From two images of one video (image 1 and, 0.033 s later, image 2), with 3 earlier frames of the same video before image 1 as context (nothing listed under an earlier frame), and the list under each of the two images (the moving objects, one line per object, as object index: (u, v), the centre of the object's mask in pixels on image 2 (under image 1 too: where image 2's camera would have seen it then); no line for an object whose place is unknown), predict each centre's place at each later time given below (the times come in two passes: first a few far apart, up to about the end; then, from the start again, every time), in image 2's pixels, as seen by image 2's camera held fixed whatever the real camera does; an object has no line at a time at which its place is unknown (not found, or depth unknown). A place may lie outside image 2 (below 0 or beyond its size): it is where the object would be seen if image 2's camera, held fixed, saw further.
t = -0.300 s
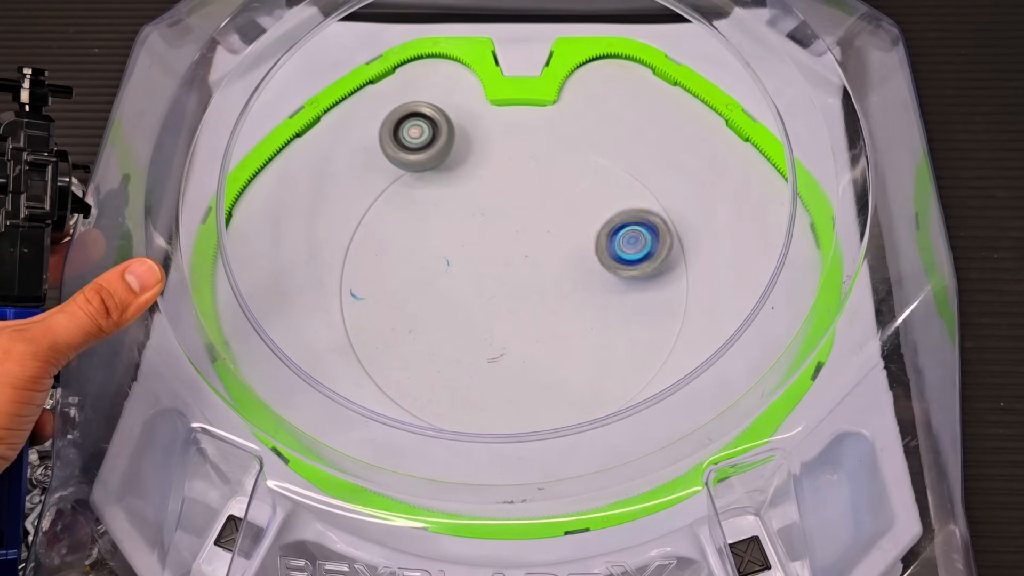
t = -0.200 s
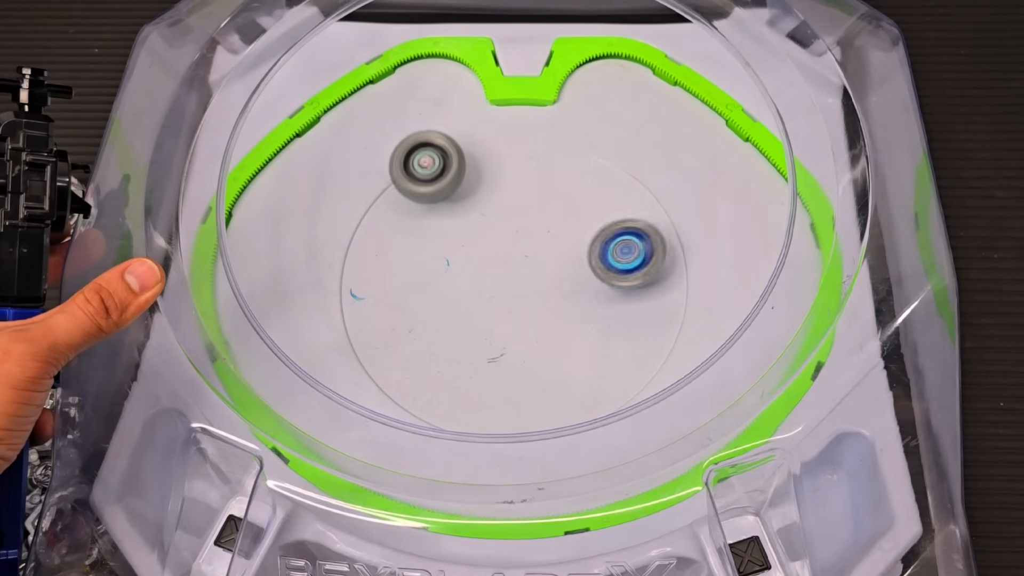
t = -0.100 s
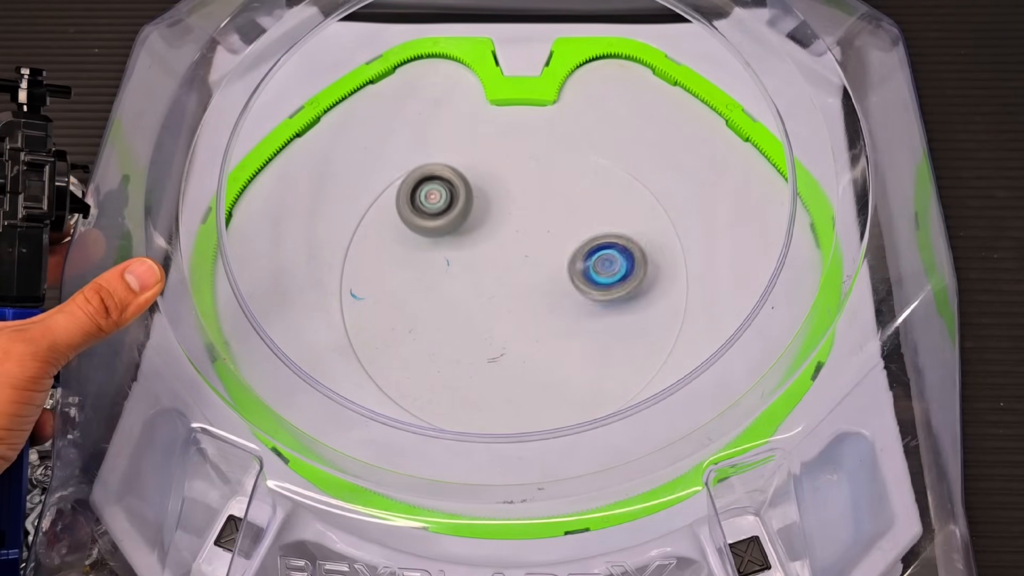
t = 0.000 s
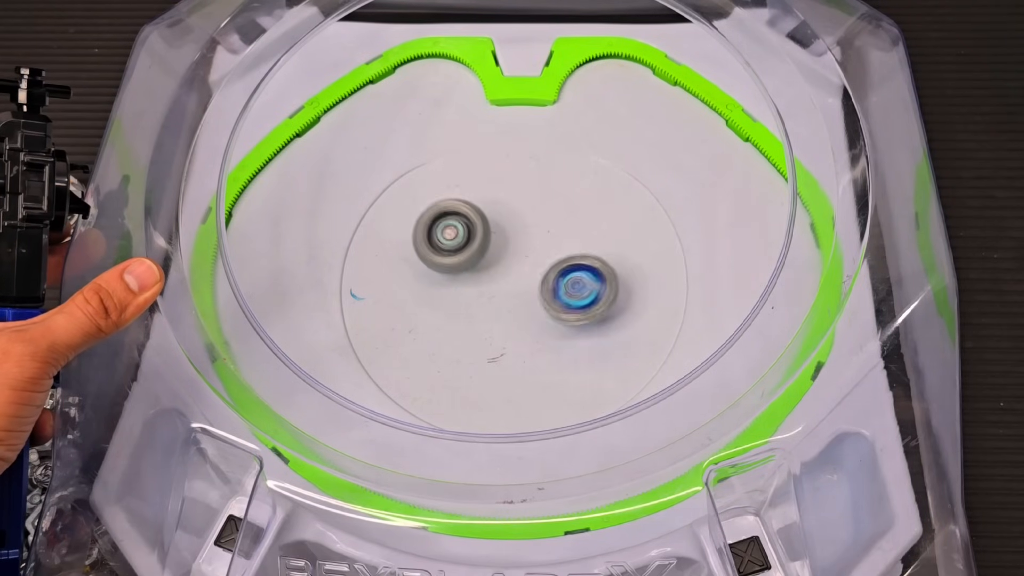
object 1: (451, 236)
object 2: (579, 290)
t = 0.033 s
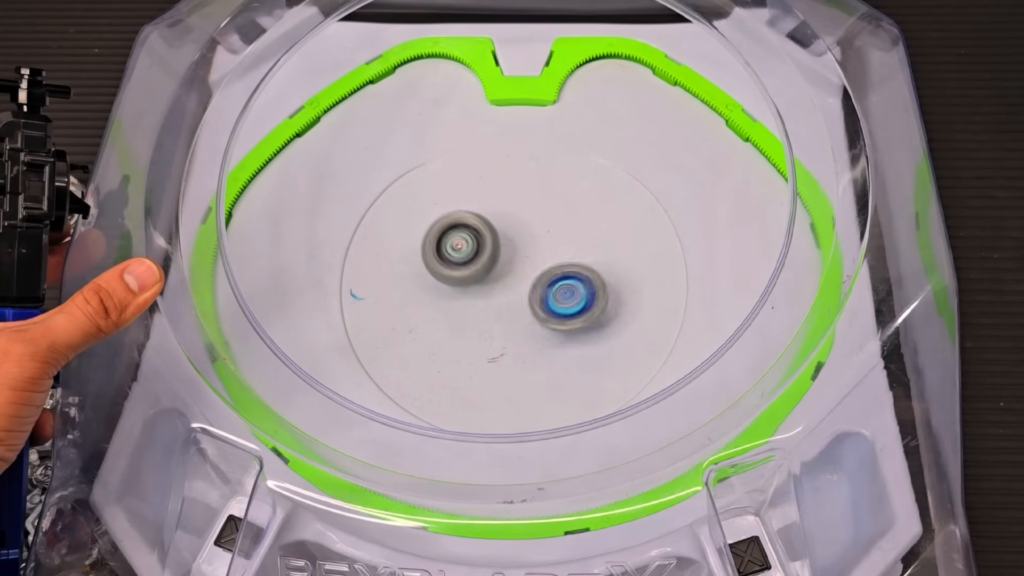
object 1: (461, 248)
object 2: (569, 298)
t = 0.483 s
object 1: (536, 276)
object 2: (603, 340)
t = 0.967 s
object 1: (483, 210)
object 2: (551, 342)
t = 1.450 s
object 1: (416, 242)
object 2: (481, 300)
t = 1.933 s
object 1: (433, 238)
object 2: (520, 245)
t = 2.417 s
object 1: (487, 261)
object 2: (578, 199)
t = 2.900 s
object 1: (521, 329)
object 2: (602, 256)
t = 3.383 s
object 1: (553, 349)
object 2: (512, 233)
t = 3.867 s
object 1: (563, 299)
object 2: (443, 280)
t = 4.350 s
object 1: (633, 209)
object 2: (381, 233)
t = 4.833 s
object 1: (591, 180)
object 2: (544, 263)
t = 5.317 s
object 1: (496, 147)
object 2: (505, 405)
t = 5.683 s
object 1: (400, 210)
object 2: (562, 282)
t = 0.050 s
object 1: (465, 254)
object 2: (564, 302)
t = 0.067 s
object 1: (470, 259)
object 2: (559, 307)
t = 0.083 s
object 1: (476, 265)
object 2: (554, 311)
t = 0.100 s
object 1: (482, 270)
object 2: (550, 317)
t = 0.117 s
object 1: (485, 272)
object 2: (550, 324)
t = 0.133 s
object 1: (482, 268)
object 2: (554, 337)
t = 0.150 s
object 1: (482, 265)
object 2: (559, 347)
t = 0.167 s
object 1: (482, 263)
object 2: (564, 355)
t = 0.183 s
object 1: (484, 263)
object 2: (568, 362)
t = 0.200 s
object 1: (487, 263)
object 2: (575, 368)
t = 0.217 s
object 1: (491, 264)
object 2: (581, 373)
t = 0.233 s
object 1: (494, 266)
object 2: (588, 378)
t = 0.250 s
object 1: (498, 268)
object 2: (593, 382)
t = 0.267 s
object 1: (501, 270)
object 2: (598, 382)
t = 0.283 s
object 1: (504, 272)
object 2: (600, 379)
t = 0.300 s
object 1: (507, 274)
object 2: (601, 374)
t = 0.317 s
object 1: (510, 276)
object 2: (602, 370)
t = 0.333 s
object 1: (514, 277)
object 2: (603, 366)
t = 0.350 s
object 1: (517, 279)
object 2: (603, 361)
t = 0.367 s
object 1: (520, 280)
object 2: (604, 359)
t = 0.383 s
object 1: (523, 281)
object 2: (604, 355)
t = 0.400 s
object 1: (527, 282)
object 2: (604, 351)
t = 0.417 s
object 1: (530, 283)
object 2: (603, 349)
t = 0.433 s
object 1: (533, 284)
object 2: (601, 343)
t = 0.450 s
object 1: (537, 284)
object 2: (600, 340)
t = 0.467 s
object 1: (539, 284)
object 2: (597, 336)
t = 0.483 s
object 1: (536, 276)
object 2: (603, 340)
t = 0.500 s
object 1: (533, 268)
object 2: (608, 344)
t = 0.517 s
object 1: (532, 263)
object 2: (612, 347)
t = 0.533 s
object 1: (531, 257)
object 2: (616, 350)
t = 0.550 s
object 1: (529, 254)
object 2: (619, 353)
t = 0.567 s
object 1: (528, 250)
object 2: (621, 354)
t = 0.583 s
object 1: (528, 248)
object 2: (623, 356)
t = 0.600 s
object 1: (528, 246)
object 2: (625, 356)
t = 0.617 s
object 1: (528, 246)
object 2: (627, 356)
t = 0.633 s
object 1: (527, 246)
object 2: (628, 356)
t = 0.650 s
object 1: (527, 246)
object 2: (629, 356)
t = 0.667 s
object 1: (526, 246)
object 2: (629, 355)
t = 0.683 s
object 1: (525, 246)
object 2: (628, 353)
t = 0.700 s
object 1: (524, 246)
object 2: (626, 350)
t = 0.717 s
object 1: (524, 246)
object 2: (624, 347)
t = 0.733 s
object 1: (522, 247)
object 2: (621, 345)
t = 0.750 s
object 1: (521, 247)
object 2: (617, 340)
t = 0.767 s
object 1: (521, 247)
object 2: (614, 337)
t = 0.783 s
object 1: (520, 247)
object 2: (609, 332)
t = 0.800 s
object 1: (519, 247)
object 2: (603, 328)
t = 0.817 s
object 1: (518, 248)
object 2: (598, 324)
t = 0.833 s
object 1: (518, 248)
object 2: (590, 318)
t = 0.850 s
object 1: (517, 249)
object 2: (582, 314)
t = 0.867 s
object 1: (517, 249)
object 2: (574, 310)
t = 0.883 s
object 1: (516, 249)
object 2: (564, 307)
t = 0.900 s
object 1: (507, 237)
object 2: (562, 315)
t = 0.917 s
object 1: (501, 229)
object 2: (560, 323)
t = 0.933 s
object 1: (494, 220)
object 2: (556, 330)
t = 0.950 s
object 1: (488, 214)
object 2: (554, 337)
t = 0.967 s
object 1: (483, 210)
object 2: (551, 342)
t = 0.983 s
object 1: (478, 207)
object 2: (551, 346)
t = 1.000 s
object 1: (474, 206)
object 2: (550, 352)
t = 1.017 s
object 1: (470, 206)
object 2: (549, 356)
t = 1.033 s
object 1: (465, 205)
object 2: (548, 359)
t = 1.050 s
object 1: (460, 205)
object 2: (549, 362)
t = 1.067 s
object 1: (456, 206)
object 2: (550, 364)
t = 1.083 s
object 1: (452, 206)
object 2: (550, 365)
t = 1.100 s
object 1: (448, 207)
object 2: (551, 365)
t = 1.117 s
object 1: (444, 208)
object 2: (550, 365)
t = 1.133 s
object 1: (440, 208)
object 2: (550, 363)
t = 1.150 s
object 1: (436, 209)
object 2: (550, 362)
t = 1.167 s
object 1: (433, 210)
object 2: (549, 361)
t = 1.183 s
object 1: (430, 212)
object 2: (547, 359)
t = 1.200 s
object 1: (427, 213)
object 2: (546, 355)
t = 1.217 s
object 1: (424, 215)
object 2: (545, 353)
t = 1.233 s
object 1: (422, 217)
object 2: (543, 349)
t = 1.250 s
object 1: (420, 218)
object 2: (540, 346)
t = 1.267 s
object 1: (419, 221)
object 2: (538, 342)
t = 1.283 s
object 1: (417, 223)
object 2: (534, 338)
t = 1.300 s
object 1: (416, 225)
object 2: (530, 333)
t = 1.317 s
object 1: (415, 228)
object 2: (525, 329)
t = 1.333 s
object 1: (415, 230)
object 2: (519, 323)
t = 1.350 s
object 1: (416, 234)
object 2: (514, 319)
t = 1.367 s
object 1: (416, 236)
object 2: (508, 314)
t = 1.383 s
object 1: (417, 239)
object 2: (501, 310)
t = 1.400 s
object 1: (418, 241)
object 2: (494, 306)
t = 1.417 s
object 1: (420, 244)
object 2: (488, 302)
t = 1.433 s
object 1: (421, 247)
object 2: (480, 298)
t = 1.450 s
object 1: (416, 242)
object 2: (481, 300)
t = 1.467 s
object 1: (410, 235)
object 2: (485, 306)
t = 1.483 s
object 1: (405, 228)
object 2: (488, 310)
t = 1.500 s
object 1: (401, 223)
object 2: (491, 315)
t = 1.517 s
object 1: (399, 220)
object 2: (493, 317)
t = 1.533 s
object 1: (397, 219)
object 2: (497, 320)
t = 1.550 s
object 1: (396, 218)
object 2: (502, 322)
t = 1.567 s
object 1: (394, 218)
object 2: (505, 325)
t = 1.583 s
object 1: (393, 218)
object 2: (508, 325)
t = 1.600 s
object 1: (392, 219)
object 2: (512, 325)
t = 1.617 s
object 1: (392, 220)
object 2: (516, 324)
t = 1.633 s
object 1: (392, 221)
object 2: (519, 324)
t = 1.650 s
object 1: (392, 222)
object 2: (524, 321)
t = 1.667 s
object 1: (393, 223)
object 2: (527, 321)
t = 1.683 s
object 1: (394, 224)
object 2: (531, 317)
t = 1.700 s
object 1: (395, 225)
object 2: (534, 313)
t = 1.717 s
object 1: (396, 226)
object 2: (537, 309)
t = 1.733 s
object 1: (397, 227)
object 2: (540, 306)
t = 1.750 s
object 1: (398, 228)
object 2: (541, 301)
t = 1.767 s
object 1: (400, 229)
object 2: (541, 296)
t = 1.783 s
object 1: (402, 230)
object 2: (543, 291)
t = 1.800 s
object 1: (405, 231)
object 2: (543, 285)
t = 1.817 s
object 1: (407, 232)
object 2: (542, 279)
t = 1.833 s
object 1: (411, 233)
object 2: (541, 274)
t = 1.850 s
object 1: (414, 234)
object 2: (539, 270)
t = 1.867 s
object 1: (418, 235)
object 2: (536, 264)
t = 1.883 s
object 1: (421, 235)
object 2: (533, 259)
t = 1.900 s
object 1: (425, 237)
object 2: (529, 254)
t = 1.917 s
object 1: (429, 237)
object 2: (526, 250)
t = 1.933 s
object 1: (433, 238)
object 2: (520, 245)
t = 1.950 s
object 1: (436, 238)
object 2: (519, 242)
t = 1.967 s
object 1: (425, 235)
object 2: (533, 242)
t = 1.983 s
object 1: (418, 234)
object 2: (545, 238)
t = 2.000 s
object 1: (411, 233)
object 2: (556, 235)
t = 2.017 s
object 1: (407, 232)
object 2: (568, 233)
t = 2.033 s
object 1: (405, 232)
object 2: (578, 227)
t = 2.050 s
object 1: (405, 232)
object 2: (589, 223)
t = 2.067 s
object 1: (406, 233)
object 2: (597, 216)
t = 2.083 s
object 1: (408, 234)
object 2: (605, 212)
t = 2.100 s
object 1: (409, 236)
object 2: (612, 206)
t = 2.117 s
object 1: (413, 237)
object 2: (618, 201)
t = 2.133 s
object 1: (416, 240)
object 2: (622, 196)
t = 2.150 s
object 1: (420, 242)
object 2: (625, 190)
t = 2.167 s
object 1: (424, 244)
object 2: (627, 187)
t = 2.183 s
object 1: (428, 246)
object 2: (628, 182)
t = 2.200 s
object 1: (433, 248)
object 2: (628, 178)
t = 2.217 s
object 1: (437, 251)
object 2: (627, 175)
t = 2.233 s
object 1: (440, 253)
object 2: (626, 174)
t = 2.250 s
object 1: (445, 255)
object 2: (623, 173)
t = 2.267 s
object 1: (449, 256)
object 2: (621, 172)
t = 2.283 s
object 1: (453, 258)
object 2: (618, 172)
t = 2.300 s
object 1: (457, 259)
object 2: (615, 172)
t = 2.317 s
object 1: (461, 259)
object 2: (611, 175)
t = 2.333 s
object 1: (465, 260)
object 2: (606, 177)
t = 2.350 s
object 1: (469, 261)
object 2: (601, 180)
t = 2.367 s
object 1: (473, 261)
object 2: (597, 184)
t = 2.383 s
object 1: (478, 261)
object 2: (590, 189)
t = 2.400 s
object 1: (482, 261)
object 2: (583, 194)
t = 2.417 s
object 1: (487, 261)
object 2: (578, 199)
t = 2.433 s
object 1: (491, 261)
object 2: (573, 207)
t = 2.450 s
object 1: (495, 260)
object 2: (565, 216)
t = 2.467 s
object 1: (490, 263)
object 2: (569, 220)
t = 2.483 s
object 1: (479, 269)
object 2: (581, 219)
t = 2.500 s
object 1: (468, 274)
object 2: (593, 219)
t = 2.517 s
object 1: (460, 279)
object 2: (603, 218)
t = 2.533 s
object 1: (455, 282)
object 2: (613, 217)
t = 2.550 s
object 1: (452, 286)
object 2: (625, 216)
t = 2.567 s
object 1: (451, 289)
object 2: (633, 213)
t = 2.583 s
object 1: (452, 292)
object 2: (641, 211)
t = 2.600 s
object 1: (454, 295)
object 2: (649, 208)
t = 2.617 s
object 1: (457, 299)
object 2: (654, 207)
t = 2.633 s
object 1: (459, 302)
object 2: (661, 205)
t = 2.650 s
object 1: (462, 305)
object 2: (664, 203)
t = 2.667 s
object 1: (466, 309)
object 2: (659, 204)
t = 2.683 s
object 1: (469, 312)
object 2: (651, 206)
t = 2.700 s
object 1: (473, 314)
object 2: (644, 209)
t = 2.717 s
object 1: (476, 317)
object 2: (637, 210)
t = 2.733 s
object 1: (480, 319)
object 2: (633, 213)
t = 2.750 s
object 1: (484, 321)
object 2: (628, 216)
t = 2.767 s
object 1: (488, 323)
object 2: (624, 219)
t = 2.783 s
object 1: (492, 324)
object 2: (622, 223)
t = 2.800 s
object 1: (496, 325)
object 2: (619, 228)
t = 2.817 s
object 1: (501, 326)
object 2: (617, 232)
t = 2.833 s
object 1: (505, 327)
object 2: (613, 237)
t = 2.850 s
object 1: (509, 328)
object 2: (611, 241)
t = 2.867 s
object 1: (513, 329)
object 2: (608, 246)
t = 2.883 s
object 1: (517, 329)
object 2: (606, 251)
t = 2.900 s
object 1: (521, 329)
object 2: (602, 256)
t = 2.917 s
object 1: (525, 329)
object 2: (598, 262)
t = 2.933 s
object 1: (530, 329)
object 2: (596, 267)
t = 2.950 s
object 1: (533, 328)
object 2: (592, 274)
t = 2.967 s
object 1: (530, 333)
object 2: (593, 273)
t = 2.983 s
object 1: (526, 338)
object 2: (595, 273)
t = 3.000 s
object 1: (524, 341)
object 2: (597, 273)
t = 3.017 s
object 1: (524, 343)
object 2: (599, 272)
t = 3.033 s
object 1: (524, 343)
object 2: (599, 271)
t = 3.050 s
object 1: (526, 344)
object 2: (599, 271)
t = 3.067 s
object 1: (529, 344)
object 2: (598, 271)
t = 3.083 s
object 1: (531, 345)
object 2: (597, 269)
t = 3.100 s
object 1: (533, 346)
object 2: (596, 269)
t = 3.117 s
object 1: (535, 346)
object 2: (594, 267)
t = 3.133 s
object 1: (537, 347)
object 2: (592, 267)
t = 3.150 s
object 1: (539, 347)
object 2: (589, 267)
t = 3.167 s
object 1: (541, 347)
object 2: (584, 266)
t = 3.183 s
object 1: (542, 347)
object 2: (580, 266)
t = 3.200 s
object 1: (544, 346)
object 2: (577, 266)
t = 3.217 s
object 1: (546, 346)
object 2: (573, 266)
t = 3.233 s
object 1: (548, 345)
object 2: (567, 266)
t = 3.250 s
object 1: (549, 344)
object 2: (562, 268)
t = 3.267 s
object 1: (551, 343)
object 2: (556, 269)
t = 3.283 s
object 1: (551, 343)
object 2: (552, 268)
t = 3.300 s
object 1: (551, 347)
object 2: (545, 260)
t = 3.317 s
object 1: (551, 350)
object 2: (539, 255)
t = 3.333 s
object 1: (551, 350)
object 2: (534, 249)
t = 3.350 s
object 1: (552, 350)
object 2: (527, 242)
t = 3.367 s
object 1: (552, 350)
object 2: (519, 237)
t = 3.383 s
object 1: (553, 349)
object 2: (512, 233)
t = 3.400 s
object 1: (554, 349)
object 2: (503, 228)
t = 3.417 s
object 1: (555, 347)
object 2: (494, 226)
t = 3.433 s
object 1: (555, 346)
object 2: (487, 225)
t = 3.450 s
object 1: (556, 345)
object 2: (478, 222)
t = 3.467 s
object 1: (556, 344)
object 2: (470, 221)
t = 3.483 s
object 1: (556, 342)
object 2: (463, 221)
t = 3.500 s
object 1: (556, 341)
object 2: (456, 222)
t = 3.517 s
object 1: (556, 339)
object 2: (449, 224)
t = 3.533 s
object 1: (555, 337)
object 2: (442, 226)
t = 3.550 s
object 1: (555, 335)
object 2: (437, 229)
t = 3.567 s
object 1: (554, 333)
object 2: (433, 232)
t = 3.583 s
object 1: (554, 331)
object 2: (430, 235)
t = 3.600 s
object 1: (553, 329)
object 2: (428, 240)
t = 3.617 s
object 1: (552, 327)
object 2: (427, 243)
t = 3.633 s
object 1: (551, 325)
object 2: (426, 248)
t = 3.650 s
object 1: (550, 322)
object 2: (425, 251)
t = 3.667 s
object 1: (548, 320)
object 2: (426, 255)
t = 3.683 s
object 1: (546, 317)
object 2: (427, 259)
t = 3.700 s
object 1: (544, 315)
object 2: (430, 265)
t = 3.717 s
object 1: (542, 312)
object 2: (435, 270)
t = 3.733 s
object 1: (540, 309)
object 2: (438, 272)
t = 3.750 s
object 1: (539, 306)
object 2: (443, 277)
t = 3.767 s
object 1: (537, 304)
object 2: (449, 281)
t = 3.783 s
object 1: (536, 301)
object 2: (454, 284)
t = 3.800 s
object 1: (544, 302)
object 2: (452, 284)
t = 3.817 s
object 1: (552, 302)
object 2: (449, 283)
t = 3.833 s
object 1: (558, 301)
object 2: (445, 281)
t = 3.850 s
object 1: (561, 301)
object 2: (444, 281)
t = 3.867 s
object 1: (563, 299)
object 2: (443, 280)
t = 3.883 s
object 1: (563, 298)
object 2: (441, 279)
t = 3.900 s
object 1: (563, 295)
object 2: (442, 279)
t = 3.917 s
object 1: (564, 292)
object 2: (442, 277)
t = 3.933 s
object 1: (564, 289)
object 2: (443, 277)
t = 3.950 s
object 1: (565, 286)
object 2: (443, 275)
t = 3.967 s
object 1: (565, 282)
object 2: (444, 275)
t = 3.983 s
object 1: (565, 279)
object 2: (446, 273)
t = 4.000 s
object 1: (565, 276)
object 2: (447, 271)
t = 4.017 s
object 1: (564, 272)
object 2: (448, 269)
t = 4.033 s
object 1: (564, 269)
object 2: (452, 268)
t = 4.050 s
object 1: (564, 266)
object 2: (454, 266)
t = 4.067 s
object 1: (563, 263)
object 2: (457, 265)
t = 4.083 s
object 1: (562, 260)
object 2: (460, 263)
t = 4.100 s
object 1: (561, 257)
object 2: (463, 261)
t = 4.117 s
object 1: (560, 254)
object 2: (467, 259)
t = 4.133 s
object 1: (559, 251)
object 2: (471, 257)
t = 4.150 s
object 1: (558, 249)
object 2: (475, 256)
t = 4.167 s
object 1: (560, 245)
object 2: (477, 253)
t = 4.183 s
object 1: (577, 243)
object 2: (464, 248)
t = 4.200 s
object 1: (590, 241)
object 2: (453, 246)
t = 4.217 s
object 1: (603, 239)
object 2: (442, 242)
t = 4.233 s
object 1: (611, 236)
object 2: (434, 240)
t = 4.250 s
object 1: (619, 233)
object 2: (425, 238)
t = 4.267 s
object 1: (624, 230)
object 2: (416, 236)
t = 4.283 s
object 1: (627, 226)
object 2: (408, 232)
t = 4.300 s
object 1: (629, 222)
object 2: (400, 232)
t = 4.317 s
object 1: (631, 218)
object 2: (393, 232)
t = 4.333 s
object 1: (632, 213)
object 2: (386, 233)
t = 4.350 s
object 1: (633, 209)
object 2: (381, 233)
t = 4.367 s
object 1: (635, 204)
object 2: (376, 235)
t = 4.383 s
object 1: (635, 201)
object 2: (374, 236)
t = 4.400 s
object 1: (636, 197)
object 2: (370, 236)
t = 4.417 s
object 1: (636, 193)
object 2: (369, 239)
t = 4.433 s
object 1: (636, 190)
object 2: (368, 241)
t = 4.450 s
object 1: (635, 187)
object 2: (368, 244)
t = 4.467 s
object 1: (634, 185)
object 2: (369, 244)
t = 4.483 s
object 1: (634, 182)
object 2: (371, 248)
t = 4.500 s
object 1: (633, 180)
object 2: (375, 250)
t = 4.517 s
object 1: (632, 177)
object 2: (379, 255)
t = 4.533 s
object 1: (631, 175)
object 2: (384, 256)
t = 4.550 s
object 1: (630, 173)
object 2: (388, 259)
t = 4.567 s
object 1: (629, 172)
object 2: (396, 262)
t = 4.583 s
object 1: (628, 171)
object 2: (403, 263)
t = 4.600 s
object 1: (626, 170)
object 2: (411, 265)
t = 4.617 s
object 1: (625, 169)
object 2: (421, 267)
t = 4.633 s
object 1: (622, 169)
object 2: (432, 269)
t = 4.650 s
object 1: (620, 169)
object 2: (441, 268)
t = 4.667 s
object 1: (618, 169)
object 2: (452, 270)
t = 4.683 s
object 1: (616, 169)
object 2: (460, 269)
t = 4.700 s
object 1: (614, 170)
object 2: (469, 270)
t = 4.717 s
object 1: (612, 170)
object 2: (479, 269)
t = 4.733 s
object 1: (609, 171)
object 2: (489, 268)
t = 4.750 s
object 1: (607, 172)
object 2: (498, 268)
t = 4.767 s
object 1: (604, 173)
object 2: (508, 267)
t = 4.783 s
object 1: (601, 175)
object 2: (518, 266)
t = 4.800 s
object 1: (598, 176)
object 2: (526, 265)
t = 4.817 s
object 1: (594, 178)
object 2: (535, 264)
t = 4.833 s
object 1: (591, 180)
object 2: (544, 263)
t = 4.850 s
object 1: (588, 182)
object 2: (552, 260)
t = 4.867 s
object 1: (585, 184)
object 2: (562, 260)
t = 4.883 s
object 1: (582, 186)
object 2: (571, 259)
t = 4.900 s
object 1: (580, 180)
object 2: (576, 268)
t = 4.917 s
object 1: (581, 165)
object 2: (579, 292)
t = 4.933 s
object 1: (581, 152)
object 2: (582, 311)
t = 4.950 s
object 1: (581, 142)
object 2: (584, 331)
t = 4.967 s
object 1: (580, 133)
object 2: (586, 349)
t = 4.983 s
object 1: (579, 127)
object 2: (587, 365)
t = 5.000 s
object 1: (577, 123)
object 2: (587, 379)
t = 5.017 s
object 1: (575, 121)
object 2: (586, 388)
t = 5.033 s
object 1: (572, 120)
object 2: (582, 394)
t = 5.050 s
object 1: (569, 120)
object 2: (578, 398)
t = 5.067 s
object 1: (566, 119)
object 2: (575, 402)
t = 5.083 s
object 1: (562, 120)
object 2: (573, 418)
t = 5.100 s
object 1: (559, 120)
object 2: (569, 422)
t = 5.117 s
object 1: (555, 121)
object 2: (564, 425)
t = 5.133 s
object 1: (550, 122)
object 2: (559, 425)
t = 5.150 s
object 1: (546, 123)
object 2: (553, 429)
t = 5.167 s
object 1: (542, 124)
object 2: (548, 432)
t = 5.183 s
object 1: (537, 126)
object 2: (542, 432)
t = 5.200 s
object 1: (532, 128)
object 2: (536, 432)
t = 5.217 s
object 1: (527, 130)
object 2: (530, 431)
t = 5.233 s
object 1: (522, 132)
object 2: (524, 429)
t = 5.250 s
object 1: (516, 135)
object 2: (520, 427)
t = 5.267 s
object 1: (511, 137)
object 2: (516, 421)
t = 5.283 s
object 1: (506, 140)
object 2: (513, 409)
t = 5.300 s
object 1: (501, 144)
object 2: (508, 407)
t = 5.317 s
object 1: (496, 147)
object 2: (505, 405)
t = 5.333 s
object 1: (491, 151)
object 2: (501, 400)
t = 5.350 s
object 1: (486, 156)
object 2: (499, 392)
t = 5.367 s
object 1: (482, 161)
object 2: (495, 384)
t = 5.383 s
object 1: (477, 166)
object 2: (493, 376)
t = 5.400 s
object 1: (473, 171)
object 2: (492, 363)
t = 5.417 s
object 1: (469, 176)
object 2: (491, 351)
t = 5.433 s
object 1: (465, 182)
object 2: (487, 340)
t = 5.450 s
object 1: (462, 188)
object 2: (486, 329)
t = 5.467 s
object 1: (459, 194)
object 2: (486, 320)
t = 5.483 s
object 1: (456, 201)
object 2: (488, 304)
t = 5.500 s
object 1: (453, 207)
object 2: (487, 292)
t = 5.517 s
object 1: (450, 214)
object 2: (486, 279)
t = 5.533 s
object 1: (442, 209)
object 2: (498, 280)
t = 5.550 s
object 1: (434, 204)
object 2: (509, 280)
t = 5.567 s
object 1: (428, 200)
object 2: (516, 280)
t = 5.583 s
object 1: (423, 197)
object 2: (524, 278)
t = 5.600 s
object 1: (419, 197)
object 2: (532, 279)
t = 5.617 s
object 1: (415, 198)
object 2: (539, 281)
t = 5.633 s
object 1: (411, 201)
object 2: (546, 283)
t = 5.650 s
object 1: (407, 204)
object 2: (552, 283)
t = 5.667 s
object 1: (403, 207)
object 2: (556, 282)
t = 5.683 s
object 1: (400, 210)
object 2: (562, 282)
